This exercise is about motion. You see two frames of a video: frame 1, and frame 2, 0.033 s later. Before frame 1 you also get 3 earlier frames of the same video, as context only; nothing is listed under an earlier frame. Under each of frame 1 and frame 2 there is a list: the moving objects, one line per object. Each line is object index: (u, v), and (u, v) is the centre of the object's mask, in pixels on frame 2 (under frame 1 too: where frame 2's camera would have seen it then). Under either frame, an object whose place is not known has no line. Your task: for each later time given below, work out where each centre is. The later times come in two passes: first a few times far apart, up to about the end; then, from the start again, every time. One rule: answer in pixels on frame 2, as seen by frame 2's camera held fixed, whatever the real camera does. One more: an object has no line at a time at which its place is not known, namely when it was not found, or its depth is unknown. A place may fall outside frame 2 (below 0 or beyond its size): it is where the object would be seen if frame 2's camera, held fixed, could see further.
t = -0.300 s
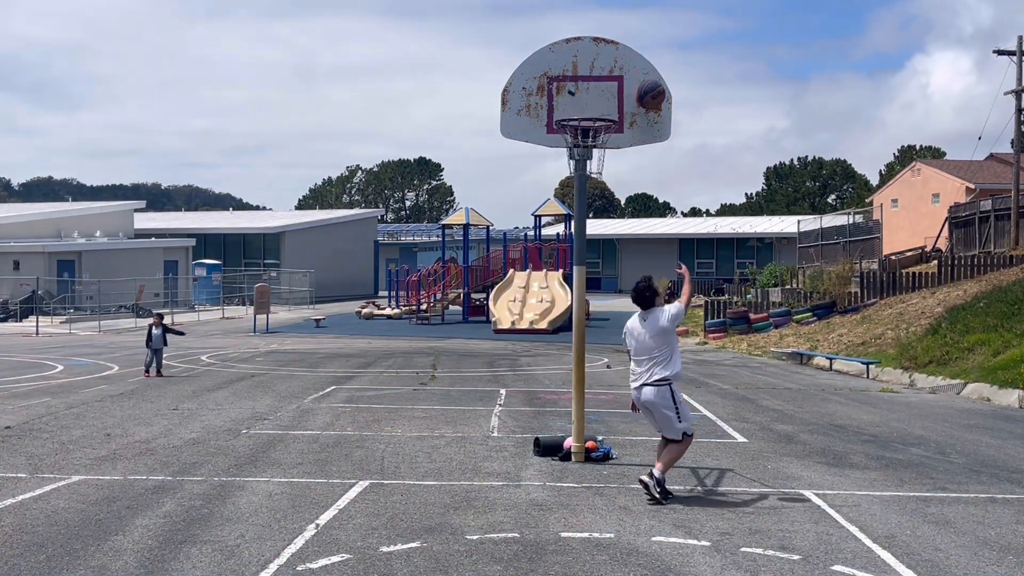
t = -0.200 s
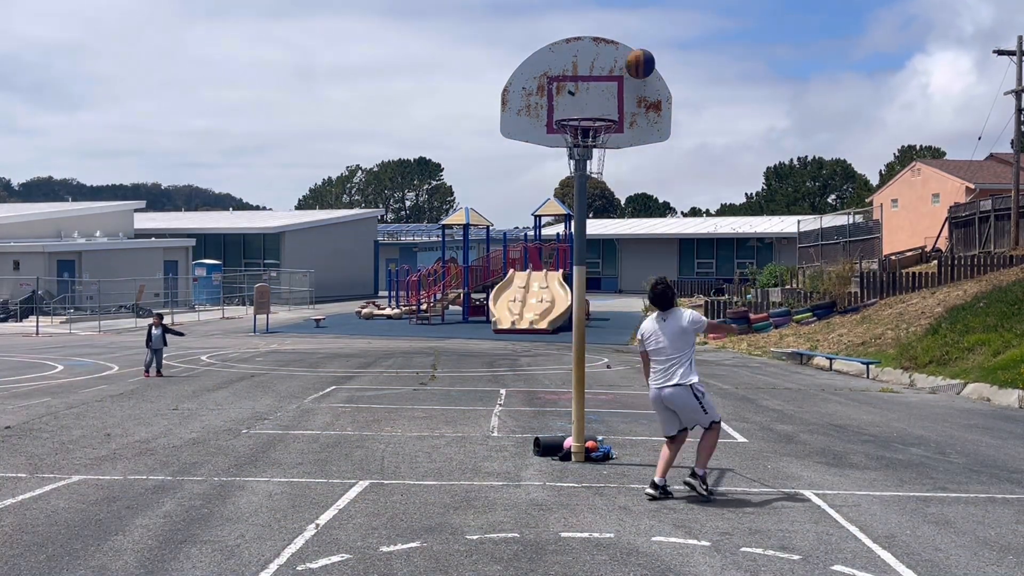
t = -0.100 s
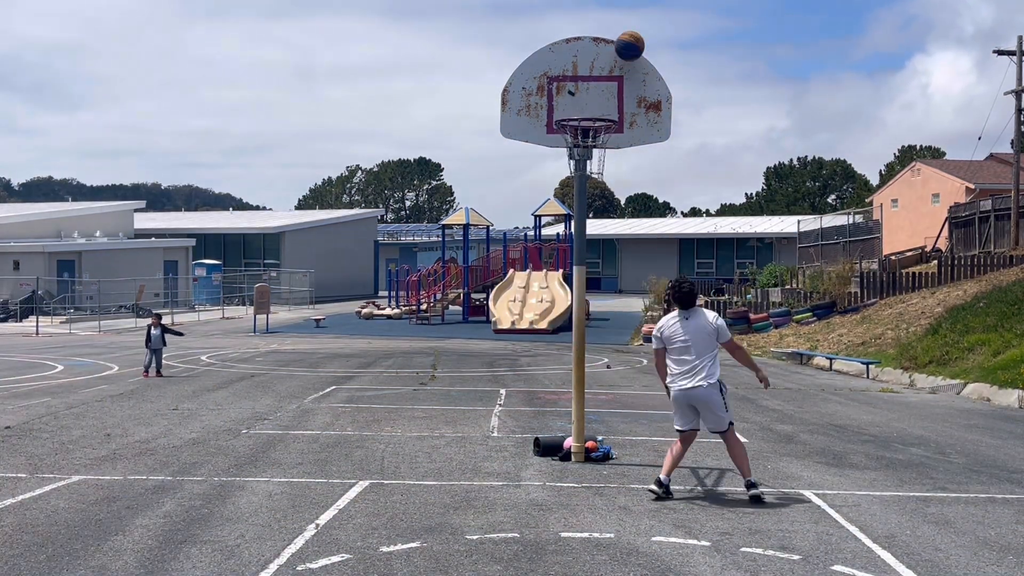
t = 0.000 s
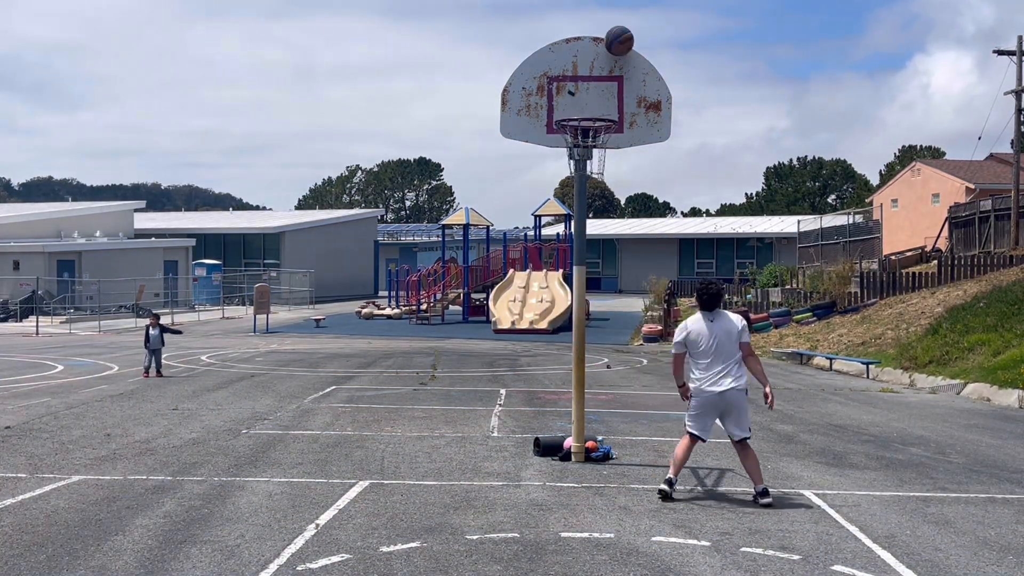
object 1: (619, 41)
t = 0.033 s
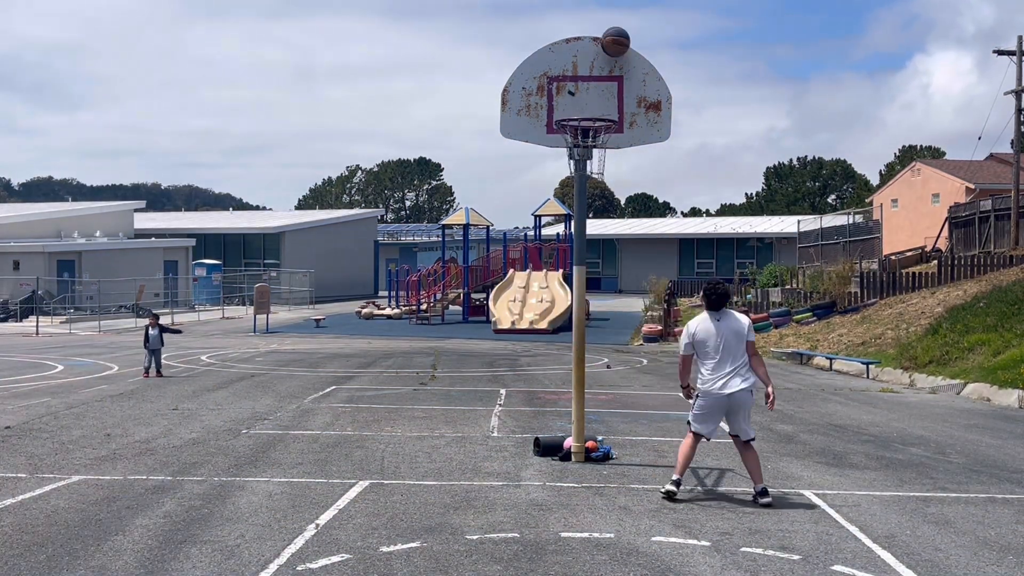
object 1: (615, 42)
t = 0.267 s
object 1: (590, 82)
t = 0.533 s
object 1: (597, 71)
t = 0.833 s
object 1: (624, 87)
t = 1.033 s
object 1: (643, 165)
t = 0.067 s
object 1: (612, 44)
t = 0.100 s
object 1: (608, 48)
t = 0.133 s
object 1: (604, 53)
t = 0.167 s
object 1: (601, 59)
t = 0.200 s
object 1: (597, 65)
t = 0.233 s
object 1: (593, 72)
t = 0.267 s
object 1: (590, 82)
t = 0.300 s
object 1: (586, 92)
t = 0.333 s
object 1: (583, 103)
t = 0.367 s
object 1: (582, 106)
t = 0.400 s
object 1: (585, 99)
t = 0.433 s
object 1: (588, 90)
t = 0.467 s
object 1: (591, 83)
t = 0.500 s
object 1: (594, 76)
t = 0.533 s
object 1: (597, 71)
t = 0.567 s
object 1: (600, 67)
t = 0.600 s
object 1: (603, 65)
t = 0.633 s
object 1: (605, 63)
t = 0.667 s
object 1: (608, 64)
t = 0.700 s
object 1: (612, 65)
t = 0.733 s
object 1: (614, 69)
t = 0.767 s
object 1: (617, 73)
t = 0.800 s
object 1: (621, 80)
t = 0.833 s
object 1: (624, 87)
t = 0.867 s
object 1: (627, 96)
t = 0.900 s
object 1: (630, 107)
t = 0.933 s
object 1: (633, 120)
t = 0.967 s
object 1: (636, 133)
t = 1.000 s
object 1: (639, 148)
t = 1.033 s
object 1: (643, 165)
